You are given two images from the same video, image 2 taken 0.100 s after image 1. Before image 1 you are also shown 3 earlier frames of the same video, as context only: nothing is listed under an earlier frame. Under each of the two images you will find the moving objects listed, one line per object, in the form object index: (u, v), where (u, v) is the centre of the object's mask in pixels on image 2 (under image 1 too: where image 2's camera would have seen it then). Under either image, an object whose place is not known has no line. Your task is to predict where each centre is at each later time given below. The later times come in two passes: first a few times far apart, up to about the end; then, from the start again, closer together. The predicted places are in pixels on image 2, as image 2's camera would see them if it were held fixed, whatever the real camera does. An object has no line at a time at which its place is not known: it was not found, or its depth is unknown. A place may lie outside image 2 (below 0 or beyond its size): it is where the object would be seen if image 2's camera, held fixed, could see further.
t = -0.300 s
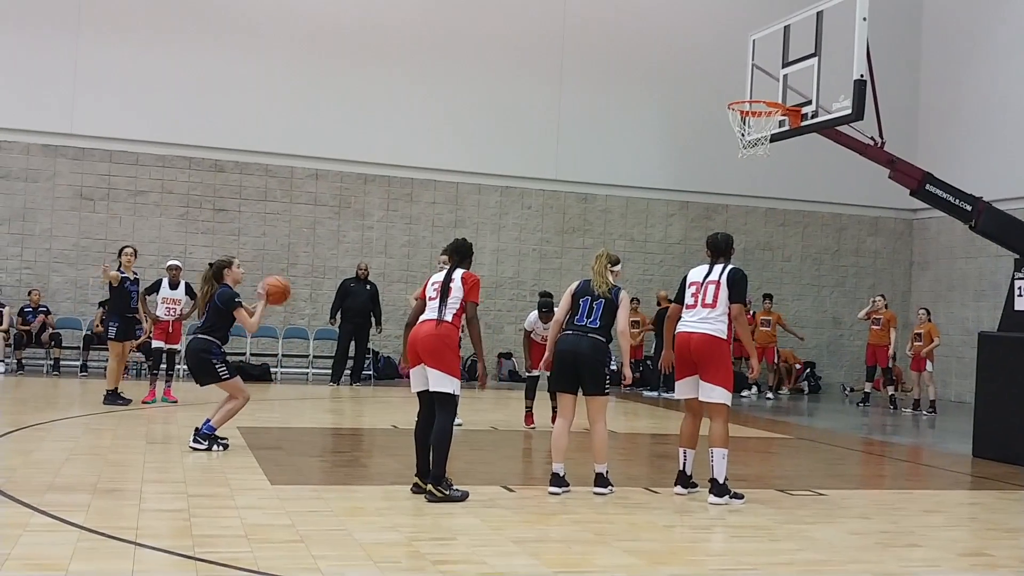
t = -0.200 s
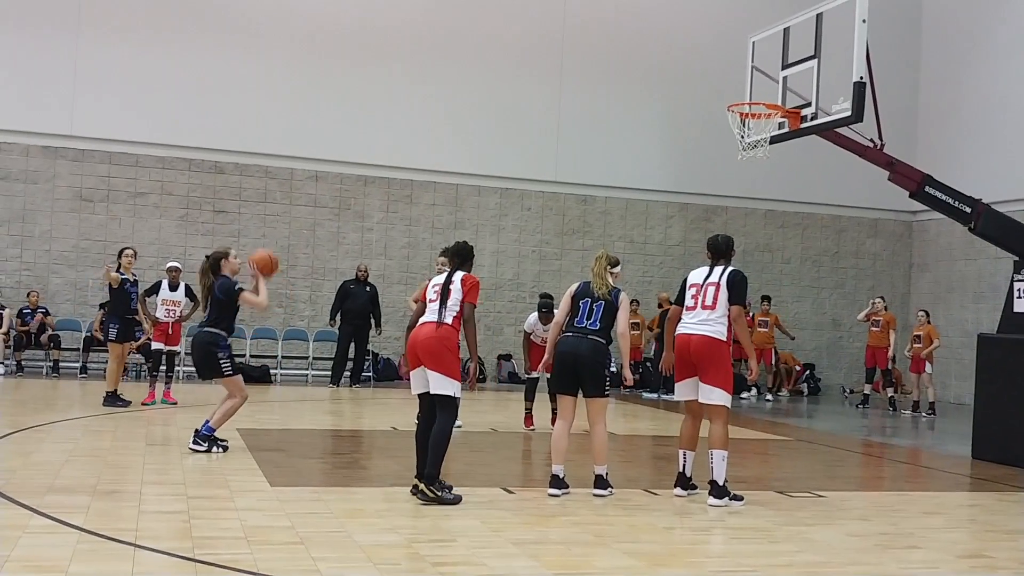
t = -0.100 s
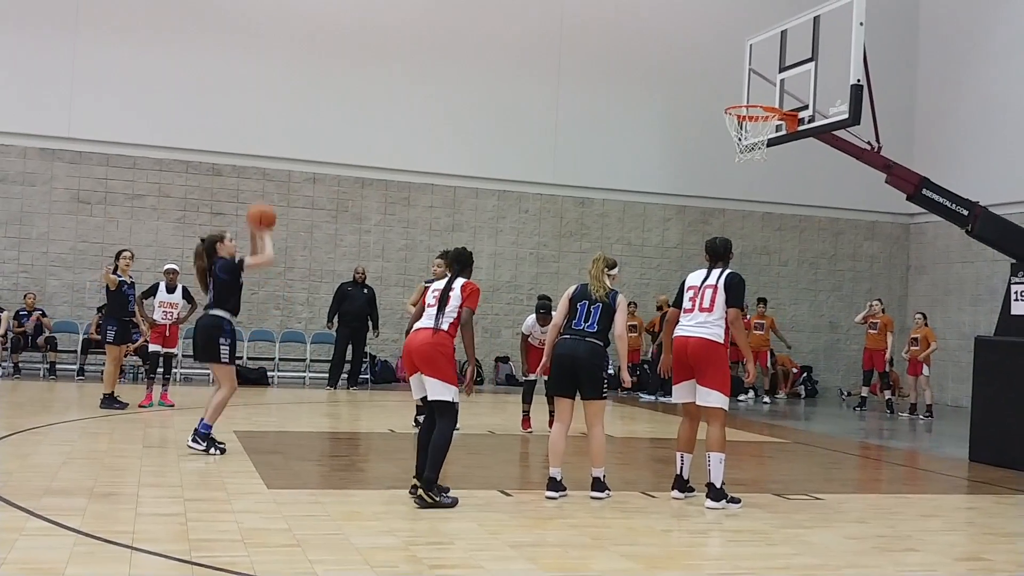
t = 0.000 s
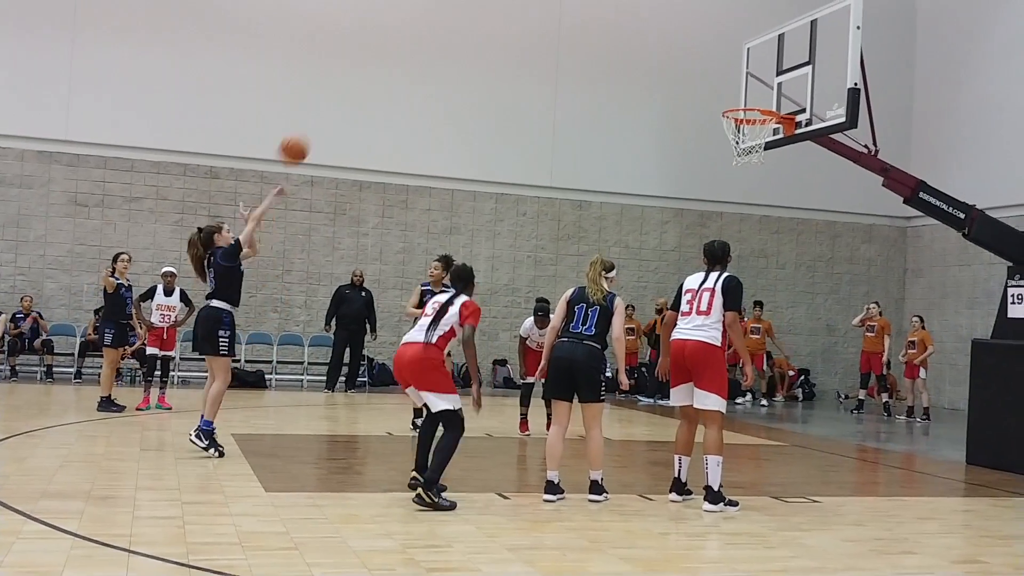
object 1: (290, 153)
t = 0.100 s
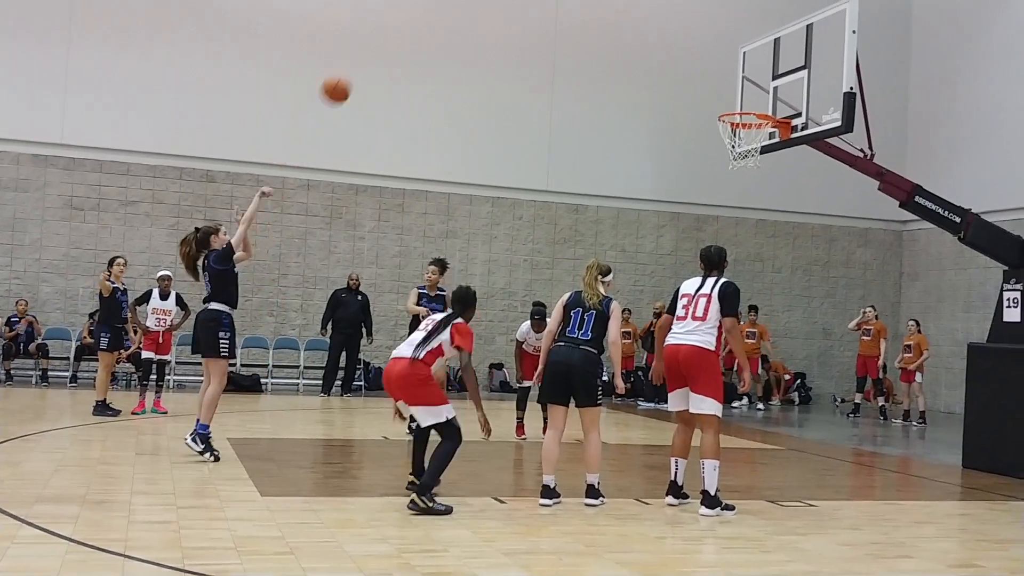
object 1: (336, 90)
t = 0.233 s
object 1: (394, 25)
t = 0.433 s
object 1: (475, -18)
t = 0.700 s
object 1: (573, -27)
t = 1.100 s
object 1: (710, 106)
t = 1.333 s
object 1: (643, 83)
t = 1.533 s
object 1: (584, 103)
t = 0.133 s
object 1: (351, 71)
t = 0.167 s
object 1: (366, 54)
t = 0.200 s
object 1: (380, 39)
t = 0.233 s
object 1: (394, 25)
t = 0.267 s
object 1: (408, 12)
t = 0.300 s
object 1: (423, 0)
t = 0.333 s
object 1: (436, -6)
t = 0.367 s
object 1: (450, -11)
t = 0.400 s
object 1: (461, -14)
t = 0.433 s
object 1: (475, -18)
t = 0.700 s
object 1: (573, -27)
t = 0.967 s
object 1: (667, 42)
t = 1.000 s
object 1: (678, 56)
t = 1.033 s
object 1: (689, 72)
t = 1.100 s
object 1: (710, 106)
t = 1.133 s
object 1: (704, 104)
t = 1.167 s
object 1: (693, 98)
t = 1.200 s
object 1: (683, 93)
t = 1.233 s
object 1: (673, 88)
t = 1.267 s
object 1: (663, 86)
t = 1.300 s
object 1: (653, 83)
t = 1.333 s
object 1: (643, 83)
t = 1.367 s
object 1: (633, 83)
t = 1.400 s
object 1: (623, 84)
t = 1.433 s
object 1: (613, 88)
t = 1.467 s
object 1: (603, 92)
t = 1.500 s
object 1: (594, 97)
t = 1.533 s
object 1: (584, 103)
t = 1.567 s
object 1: (574, 110)
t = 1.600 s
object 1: (564, 119)
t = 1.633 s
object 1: (554, 129)
